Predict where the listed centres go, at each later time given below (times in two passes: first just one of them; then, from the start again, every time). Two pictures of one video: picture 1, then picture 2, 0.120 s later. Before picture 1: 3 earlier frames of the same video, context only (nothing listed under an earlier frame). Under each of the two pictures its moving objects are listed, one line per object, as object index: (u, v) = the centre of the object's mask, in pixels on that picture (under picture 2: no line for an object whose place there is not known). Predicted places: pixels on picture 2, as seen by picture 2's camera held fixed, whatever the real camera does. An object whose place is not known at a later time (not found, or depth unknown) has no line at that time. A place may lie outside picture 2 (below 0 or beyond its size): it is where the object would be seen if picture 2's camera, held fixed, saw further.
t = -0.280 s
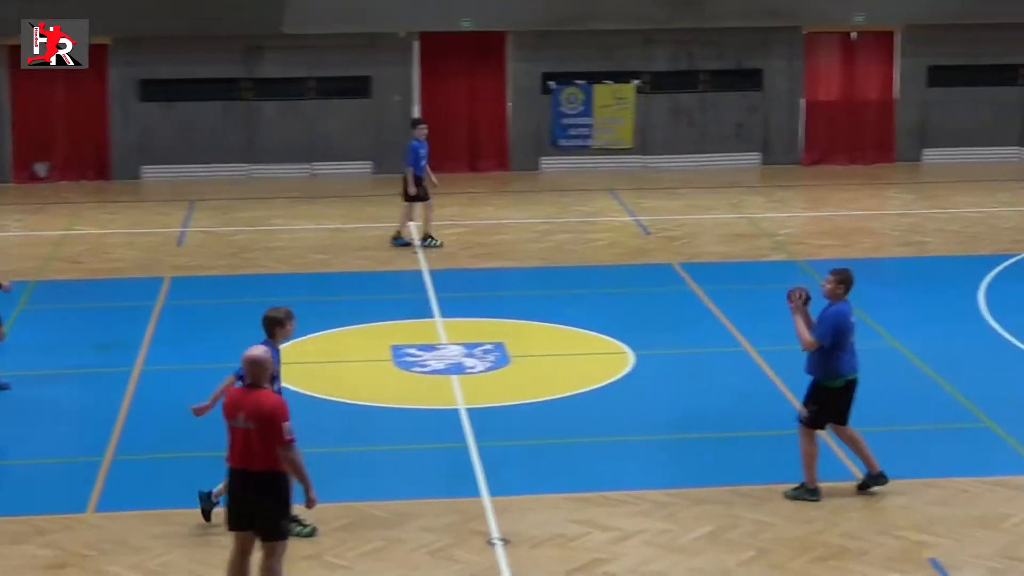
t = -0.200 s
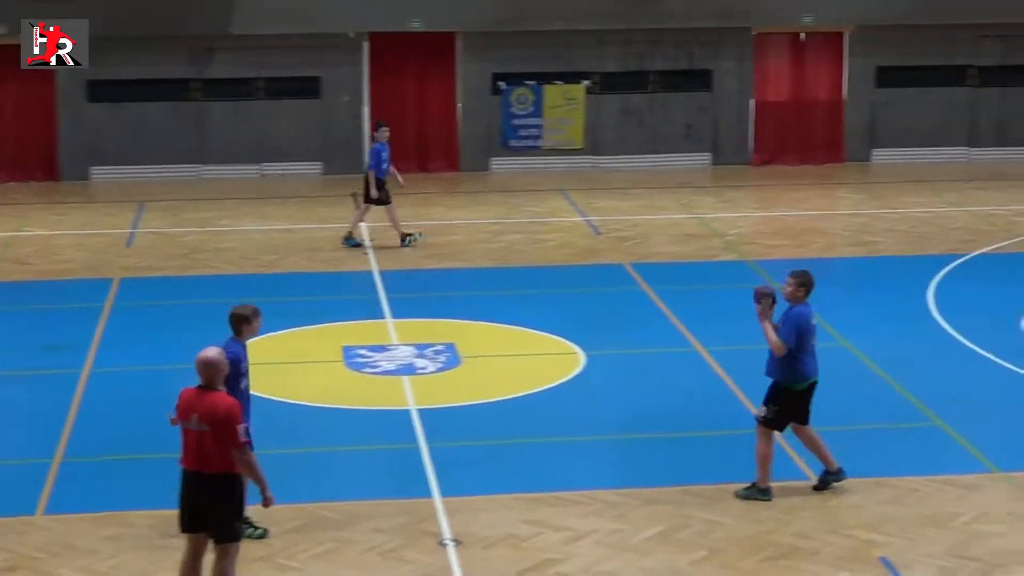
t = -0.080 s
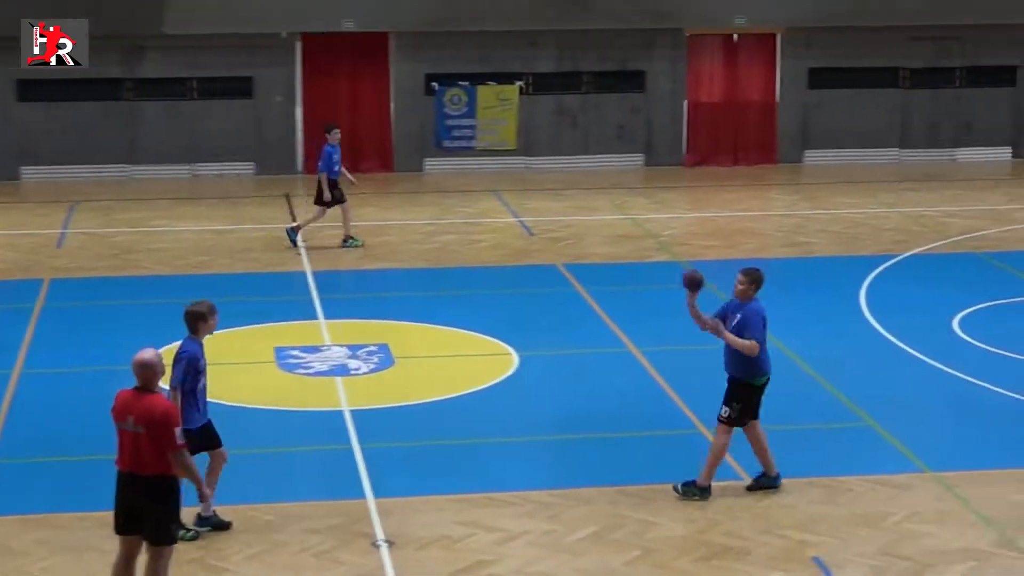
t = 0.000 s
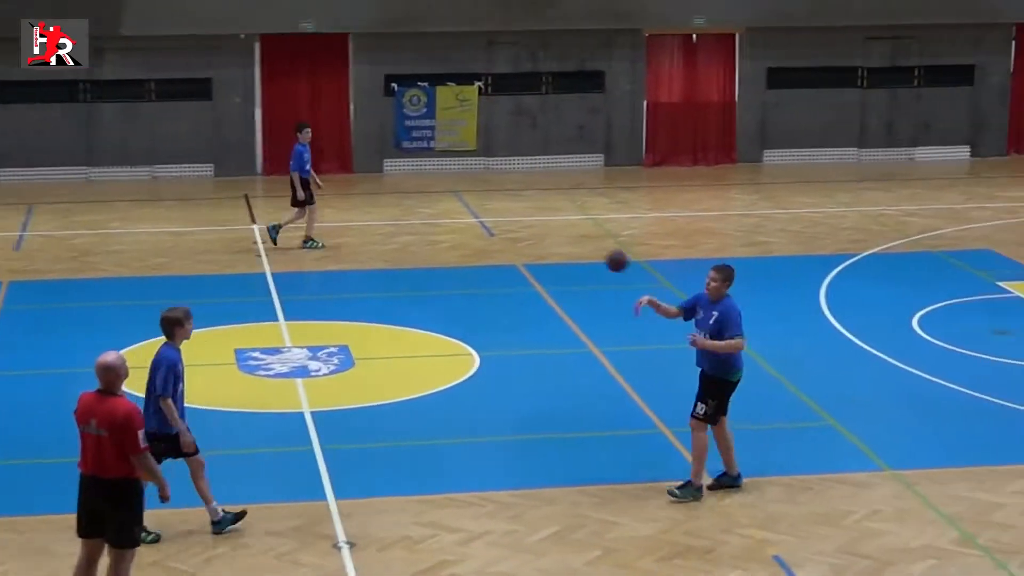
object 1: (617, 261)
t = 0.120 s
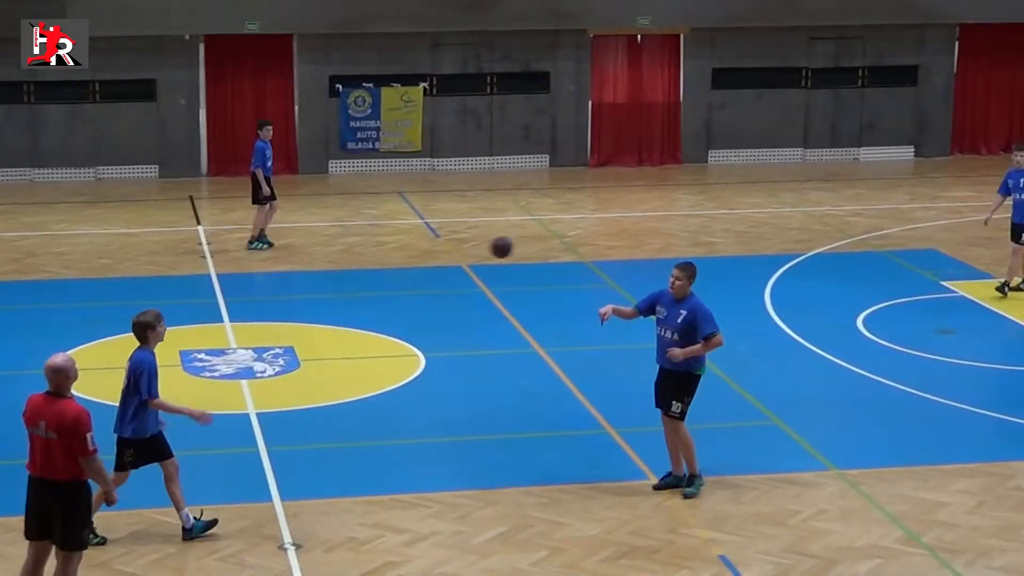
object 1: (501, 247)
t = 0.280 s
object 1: (418, 256)
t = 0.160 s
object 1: (480, 246)
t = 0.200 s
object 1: (460, 248)
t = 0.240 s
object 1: (439, 251)
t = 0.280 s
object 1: (418, 256)
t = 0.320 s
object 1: (397, 263)
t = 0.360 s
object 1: (376, 273)
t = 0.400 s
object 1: (354, 285)
